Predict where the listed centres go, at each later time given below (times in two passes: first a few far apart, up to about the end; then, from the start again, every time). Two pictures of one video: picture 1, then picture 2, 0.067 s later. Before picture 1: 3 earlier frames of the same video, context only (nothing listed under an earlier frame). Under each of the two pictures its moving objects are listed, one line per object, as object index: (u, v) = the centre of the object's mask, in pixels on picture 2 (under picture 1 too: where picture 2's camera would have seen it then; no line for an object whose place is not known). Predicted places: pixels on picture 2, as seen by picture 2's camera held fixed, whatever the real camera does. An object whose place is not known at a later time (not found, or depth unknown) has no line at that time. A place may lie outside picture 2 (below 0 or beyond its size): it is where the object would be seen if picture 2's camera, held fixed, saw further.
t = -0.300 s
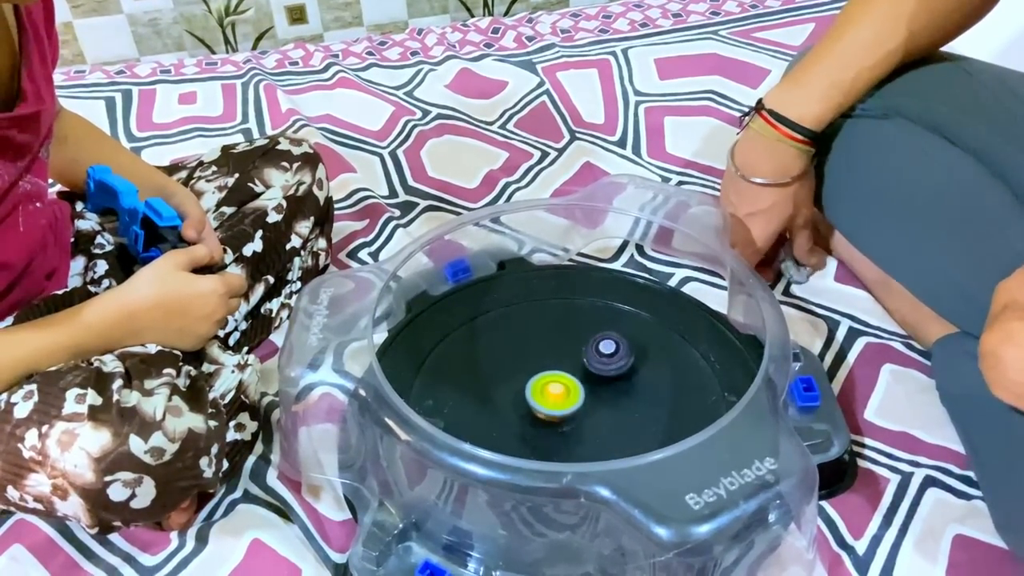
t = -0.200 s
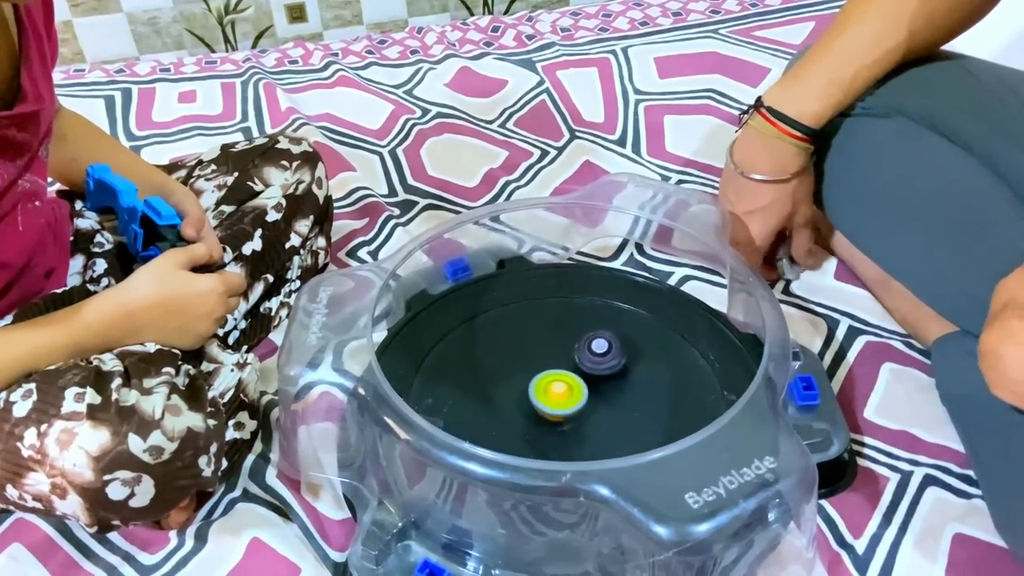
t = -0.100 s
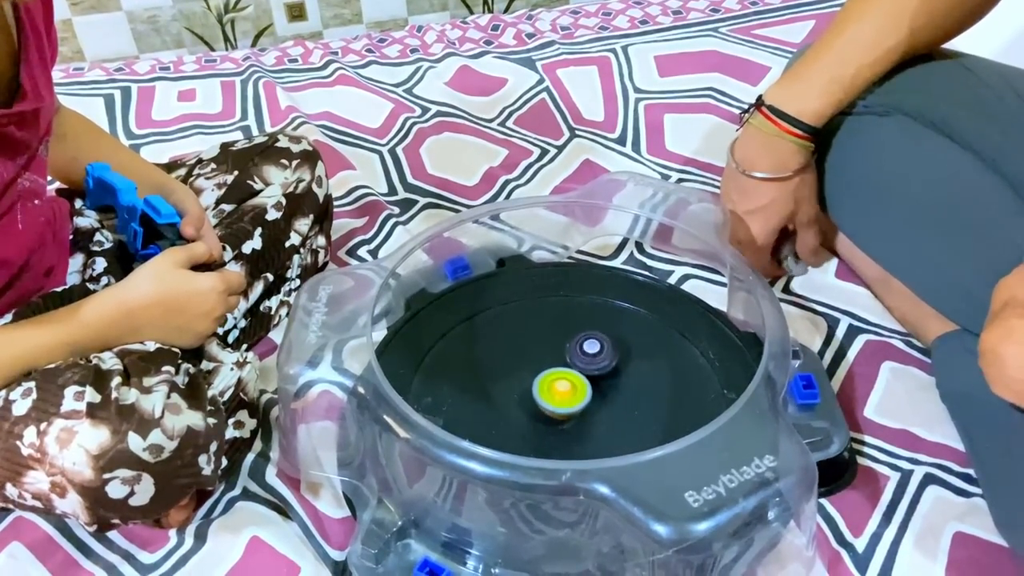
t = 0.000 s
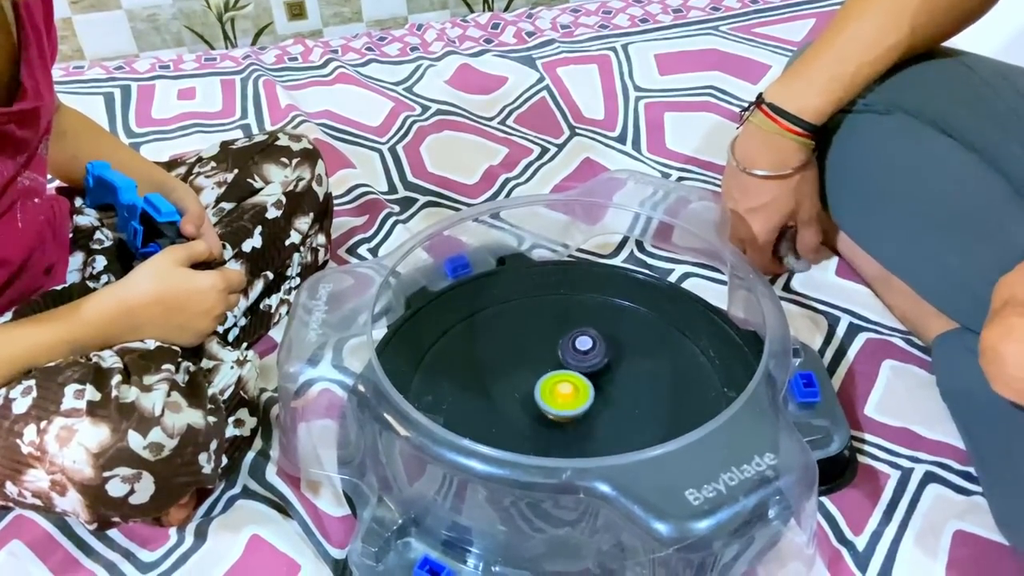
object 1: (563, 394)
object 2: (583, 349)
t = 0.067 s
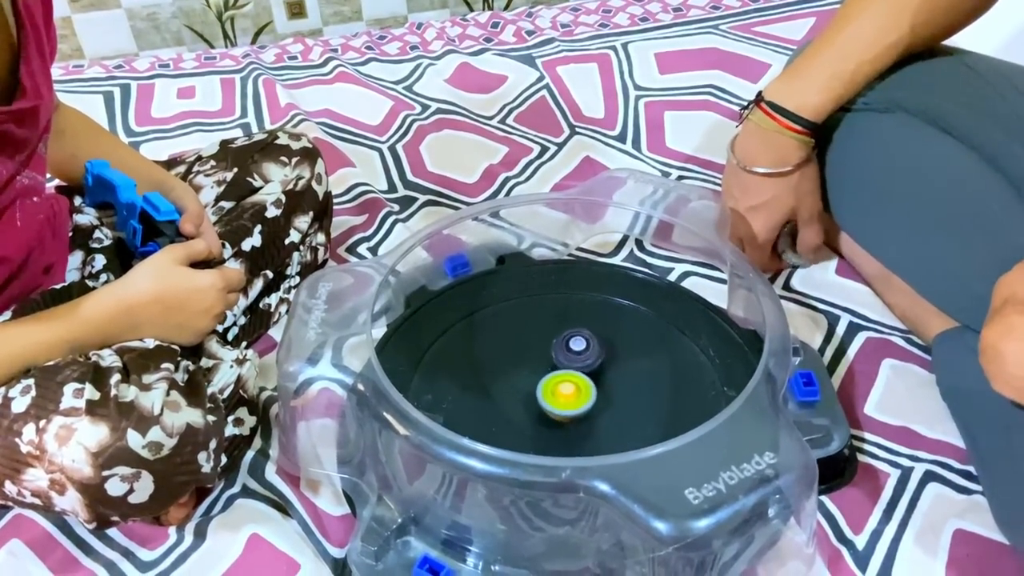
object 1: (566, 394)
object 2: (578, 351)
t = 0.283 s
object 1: (576, 401)
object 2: (551, 357)
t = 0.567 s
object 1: (586, 404)
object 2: (523, 368)
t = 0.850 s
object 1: (590, 401)
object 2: (508, 377)
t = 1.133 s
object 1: (587, 395)
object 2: (511, 383)
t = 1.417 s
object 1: (615, 374)
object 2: (514, 397)
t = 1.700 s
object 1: (623, 360)
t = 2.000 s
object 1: (613, 363)
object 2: (592, 418)
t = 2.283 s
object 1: (599, 372)
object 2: (618, 417)
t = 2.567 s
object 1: (576, 381)
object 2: (632, 408)
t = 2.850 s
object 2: (630, 391)
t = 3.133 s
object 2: (616, 373)
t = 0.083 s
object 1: (567, 395)
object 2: (576, 351)
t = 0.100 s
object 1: (567, 395)
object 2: (574, 352)
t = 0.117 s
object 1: (568, 395)
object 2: (573, 352)
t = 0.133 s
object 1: (568, 395)
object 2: (571, 352)
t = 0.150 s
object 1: (569, 396)
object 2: (569, 353)
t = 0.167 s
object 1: (570, 397)
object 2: (567, 353)
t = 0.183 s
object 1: (572, 398)
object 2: (564, 353)
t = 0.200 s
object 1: (573, 399)
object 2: (562, 353)
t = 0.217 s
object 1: (574, 400)
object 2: (560, 354)
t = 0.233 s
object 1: (574, 400)
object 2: (557, 355)
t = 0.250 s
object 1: (575, 400)
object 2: (555, 355)
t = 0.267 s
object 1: (575, 401)
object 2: (553, 356)
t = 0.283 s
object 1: (576, 401)
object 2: (551, 357)
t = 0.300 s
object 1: (577, 401)
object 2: (550, 358)
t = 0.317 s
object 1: (577, 401)
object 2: (548, 359)
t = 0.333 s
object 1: (578, 402)
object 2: (546, 360)
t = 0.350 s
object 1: (579, 402)
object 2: (544, 360)
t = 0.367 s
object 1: (579, 402)
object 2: (542, 361)
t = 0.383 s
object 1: (580, 402)
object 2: (540, 362)
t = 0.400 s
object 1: (580, 402)
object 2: (539, 363)
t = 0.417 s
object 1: (581, 402)
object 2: (537, 364)
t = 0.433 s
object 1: (582, 403)
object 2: (535, 364)
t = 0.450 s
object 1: (582, 403)
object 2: (534, 365)
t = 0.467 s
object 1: (583, 403)
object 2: (532, 365)
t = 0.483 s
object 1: (583, 403)
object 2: (530, 366)
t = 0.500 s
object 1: (584, 403)
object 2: (529, 366)
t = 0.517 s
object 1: (585, 403)
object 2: (528, 367)
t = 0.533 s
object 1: (585, 403)
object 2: (526, 367)
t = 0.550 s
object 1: (585, 403)
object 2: (525, 368)
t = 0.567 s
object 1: (586, 404)
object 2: (523, 368)
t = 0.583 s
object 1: (586, 403)
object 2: (522, 369)
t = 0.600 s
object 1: (587, 403)
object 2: (521, 369)
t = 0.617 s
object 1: (587, 403)
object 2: (519, 370)
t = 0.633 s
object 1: (587, 403)
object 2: (518, 370)
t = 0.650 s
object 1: (588, 403)
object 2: (517, 371)
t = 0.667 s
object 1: (588, 403)
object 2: (516, 371)
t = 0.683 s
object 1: (588, 403)
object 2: (515, 372)
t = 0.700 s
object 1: (589, 403)
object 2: (514, 372)
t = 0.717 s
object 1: (589, 403)
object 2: (513, 373)
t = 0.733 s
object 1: (589, 402)
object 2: (512, 373)
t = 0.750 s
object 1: (589, 402)
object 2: (511, 374)
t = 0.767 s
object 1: (590, 402)
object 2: (510, 374)
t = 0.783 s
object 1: (590, 402)
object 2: (509, 375)
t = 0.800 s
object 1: (590, 402)
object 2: (509, 375)
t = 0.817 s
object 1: (590, 401)
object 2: (508, 376)
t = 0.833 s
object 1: (590, 401)
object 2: (508, 376)
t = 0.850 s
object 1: (590, 401)
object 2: (508, 377)
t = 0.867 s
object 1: (590, 400)
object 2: (507, 377)
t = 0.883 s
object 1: (590, 400)
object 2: (507, 378)
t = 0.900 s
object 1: (590, 400)
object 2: (507, 378)
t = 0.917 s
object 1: (590, 399)
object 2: (506, 379)
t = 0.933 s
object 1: (590, 399)
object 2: (507, 379)
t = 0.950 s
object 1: (590, 399)
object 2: (507, 380)
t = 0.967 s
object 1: (590, 398)
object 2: (507, 380)
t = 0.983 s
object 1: (590, 398)
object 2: (507, 380)
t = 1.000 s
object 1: (590, 398)
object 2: (507, 381)
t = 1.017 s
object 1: (589, 397)
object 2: (507, 381)
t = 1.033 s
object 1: (589, 397)
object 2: (508, 381)
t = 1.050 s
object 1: (589, 397)
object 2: (508, 382)
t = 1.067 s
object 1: (589, 396)
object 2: (508, 382)
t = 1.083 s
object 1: (588, 396)
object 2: (509, 382)
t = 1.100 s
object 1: (588, 395)
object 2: (509, 382)
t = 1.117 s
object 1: (588, 395)
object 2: (510, 383)
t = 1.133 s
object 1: (587, 395)
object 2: (511, 383)
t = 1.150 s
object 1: (587, 394)
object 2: (511, 383)
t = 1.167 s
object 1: (586, 393)
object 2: (512, 384)
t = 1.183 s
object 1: (586, 393)
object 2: (513, 384)
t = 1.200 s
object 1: (586, 392)
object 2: (514, 385)
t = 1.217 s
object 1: (585, 392)
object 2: (515, 385)
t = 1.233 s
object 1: (585, 391)
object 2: (516, 386)
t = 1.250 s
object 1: (584, 391)
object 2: (518, 387)
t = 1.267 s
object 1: (584, 390)
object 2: (519, 387)
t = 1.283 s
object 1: (583, 390)
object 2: (520, 388)
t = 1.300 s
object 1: (583, 389)
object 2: (522, 389)
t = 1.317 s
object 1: (583, 389)
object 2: (523, 390)
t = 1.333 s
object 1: (585, 386)
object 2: (523, 391)
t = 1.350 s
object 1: (592, 383)
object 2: (520, 392)
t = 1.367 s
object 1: (599, 383)
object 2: (517, 393)
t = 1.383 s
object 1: (605, 379)
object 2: (515, 395)
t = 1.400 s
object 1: (610, 377)
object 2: (514, 396)
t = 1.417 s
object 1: (615, 374)
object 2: (514, 397)
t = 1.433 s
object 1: (619, 373)
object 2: (514, 398)
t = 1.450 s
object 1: (622, 371)
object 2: (515, 399)
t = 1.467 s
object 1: (624, 369)
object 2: (517, 399)
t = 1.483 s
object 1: (625, 368)
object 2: (519, 400)
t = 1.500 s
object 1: (626, 367)
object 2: (520, 400)
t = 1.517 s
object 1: (626, 366)
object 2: (523, 400)
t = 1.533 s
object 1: (626, 365)
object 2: (525, 401)
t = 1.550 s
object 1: (626, 364)
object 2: (528, 401)
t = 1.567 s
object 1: (625, 363)
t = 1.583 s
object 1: (625, 363)
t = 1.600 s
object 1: (625, 362)
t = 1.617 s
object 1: (625, 361)
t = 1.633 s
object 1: (625, 361)
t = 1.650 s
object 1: (624, 360)
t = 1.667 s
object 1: (624, 360)
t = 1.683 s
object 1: (624, 360)
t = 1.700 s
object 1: (623, 360)
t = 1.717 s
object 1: (623, 359)
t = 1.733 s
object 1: (623, 359)
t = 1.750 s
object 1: (622, 359)
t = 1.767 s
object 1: (622, 359)
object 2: (563, 410)
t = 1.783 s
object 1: (621, 360)
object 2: (566, 410)
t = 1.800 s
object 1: (620, 360)
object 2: (569, 411)
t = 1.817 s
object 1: (620, 360)
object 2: (571, 412)
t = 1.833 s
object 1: (619, 360)
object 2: (573, 413)
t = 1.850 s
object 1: (618, 360)
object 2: (574, 413)
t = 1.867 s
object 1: (618, 360)
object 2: (577, 415)
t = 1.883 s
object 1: (617, 361)
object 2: (579, 415)
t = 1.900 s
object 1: (617, 361)
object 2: (581, 415)
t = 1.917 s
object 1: (616, 361)
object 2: (583, 416)
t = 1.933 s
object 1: (616, 361)
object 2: (585, 416)
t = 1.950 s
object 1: (615, 362)
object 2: (587, 417)
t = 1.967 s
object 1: (614, 362)
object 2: (588, 417)
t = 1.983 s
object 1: (614, 362)
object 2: (591, 417)
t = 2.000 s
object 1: (613, 363)
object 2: (592, 418)
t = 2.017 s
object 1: (612, 363)
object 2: (594, 418)
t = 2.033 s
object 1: (611, 363)
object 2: (596, 418)
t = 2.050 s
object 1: (611, 364)
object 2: (598, 418)
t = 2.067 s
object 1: (610, 364)
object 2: (600, 419)
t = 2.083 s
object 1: (609, 365)
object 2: (601, 419)
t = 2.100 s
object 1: (608, 366)
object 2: (603, 419)
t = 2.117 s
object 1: (608, 366)
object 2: (604, 418)
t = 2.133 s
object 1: (607, 367)
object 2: (606, 419)
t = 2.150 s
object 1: (606, 367)
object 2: (608, 419)
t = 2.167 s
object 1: (605, 367)
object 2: (609, 419)
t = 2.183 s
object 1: (604, 368)
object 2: (610, 418)
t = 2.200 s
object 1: (604, 369)
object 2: (612, 418)
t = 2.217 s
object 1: (603, 369)
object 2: (613, 418)
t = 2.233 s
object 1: (602, 370)
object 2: (615, 418)
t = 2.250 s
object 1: (601, 371)
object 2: (616, 417)
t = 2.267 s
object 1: (600, 371)
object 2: (617, 417)
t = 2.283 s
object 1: (599, 372)
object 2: (618, 417)
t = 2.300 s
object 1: (598, 373)
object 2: (619, 416)
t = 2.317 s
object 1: (597, 373)
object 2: (620, 416)
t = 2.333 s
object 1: (596, 374)
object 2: (621, 415)
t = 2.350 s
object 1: (595, 375)
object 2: (622, 415)
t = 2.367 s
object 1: (594, 375)
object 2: (623, 414)
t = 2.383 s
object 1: (592, 376)
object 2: (624, 414)
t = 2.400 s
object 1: (590, 376)
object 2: (625, 414)
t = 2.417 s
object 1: (588, 376)
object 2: (626, 414)
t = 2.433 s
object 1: (586, 377)
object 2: (628, 413)
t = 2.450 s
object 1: (585, 377)
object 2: (628, 413)
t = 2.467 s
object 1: (584, 378)
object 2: (629, 412)
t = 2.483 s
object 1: (582, 378)
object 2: (629, 411)
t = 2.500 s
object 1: (581, 379)
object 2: (630, 410)
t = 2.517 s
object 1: (580, 380)
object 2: (631, 410)
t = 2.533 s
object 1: (578, 380)
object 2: (631, 409)
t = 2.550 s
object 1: (577, 381)
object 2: (632, 408)
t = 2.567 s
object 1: (576, 381)
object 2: (632, 408)
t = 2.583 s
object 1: (575, 382)
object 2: (633, 407)
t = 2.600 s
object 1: (573, 382)
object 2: (633, 406)
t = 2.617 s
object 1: (572, 383)
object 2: (633, 405)
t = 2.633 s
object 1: (571, 383)
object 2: (633, 404)
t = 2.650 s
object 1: (570, 384)
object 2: (634, 403)
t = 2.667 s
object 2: (634, 402)
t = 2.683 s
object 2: (634, 401)
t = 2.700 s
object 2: (634, 400)
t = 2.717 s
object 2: (634, 400)
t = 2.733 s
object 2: (634, 399)
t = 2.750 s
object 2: (634, 398)
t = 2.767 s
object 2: (634, 396)
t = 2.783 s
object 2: (633, 395)
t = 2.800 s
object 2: (633, 394)
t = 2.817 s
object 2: (632, 393)
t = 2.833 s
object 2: (631, 392)
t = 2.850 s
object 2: (630, 391)
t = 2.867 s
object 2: (630, 389)
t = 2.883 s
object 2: (629, 388)
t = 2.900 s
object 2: (628, 387)
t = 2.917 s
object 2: (627, 386)
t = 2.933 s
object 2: (626, 385)
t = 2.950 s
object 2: (625, 384)
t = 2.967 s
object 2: (625, 383)
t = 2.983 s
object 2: (624, 382)
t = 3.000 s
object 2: (623, 381)
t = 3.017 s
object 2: (622, 380)
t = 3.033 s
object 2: (621, 379)
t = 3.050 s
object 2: (621, 378)
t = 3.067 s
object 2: (619, 377)
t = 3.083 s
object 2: (619, 376)
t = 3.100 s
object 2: (618, 375)
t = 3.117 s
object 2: (616, 374)
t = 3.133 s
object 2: (616, 373)
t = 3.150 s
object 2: (614, 372)
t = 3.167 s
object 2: (614, 371)
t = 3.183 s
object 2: (613, 371)
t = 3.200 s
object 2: (611, 370)
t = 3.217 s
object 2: (610, 368)
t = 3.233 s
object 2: (610, 368)
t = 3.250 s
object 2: (609, 367)
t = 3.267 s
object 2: (608, 366)
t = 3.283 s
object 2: (606, 366)
